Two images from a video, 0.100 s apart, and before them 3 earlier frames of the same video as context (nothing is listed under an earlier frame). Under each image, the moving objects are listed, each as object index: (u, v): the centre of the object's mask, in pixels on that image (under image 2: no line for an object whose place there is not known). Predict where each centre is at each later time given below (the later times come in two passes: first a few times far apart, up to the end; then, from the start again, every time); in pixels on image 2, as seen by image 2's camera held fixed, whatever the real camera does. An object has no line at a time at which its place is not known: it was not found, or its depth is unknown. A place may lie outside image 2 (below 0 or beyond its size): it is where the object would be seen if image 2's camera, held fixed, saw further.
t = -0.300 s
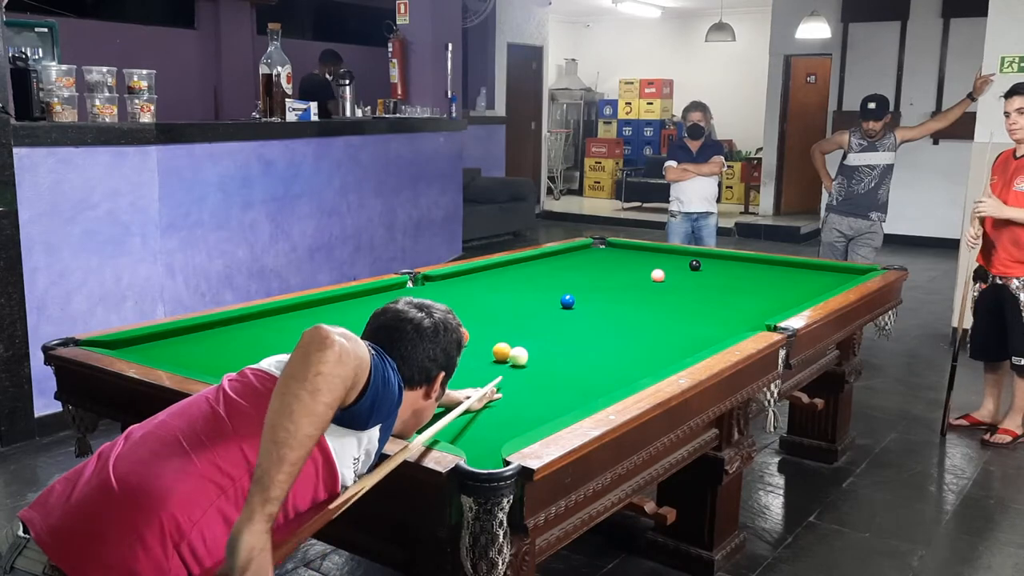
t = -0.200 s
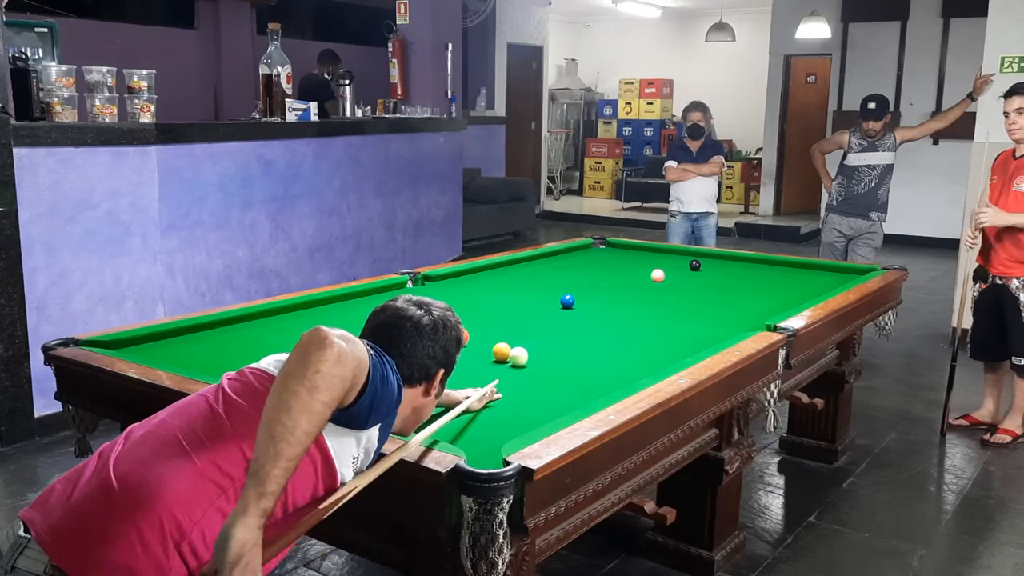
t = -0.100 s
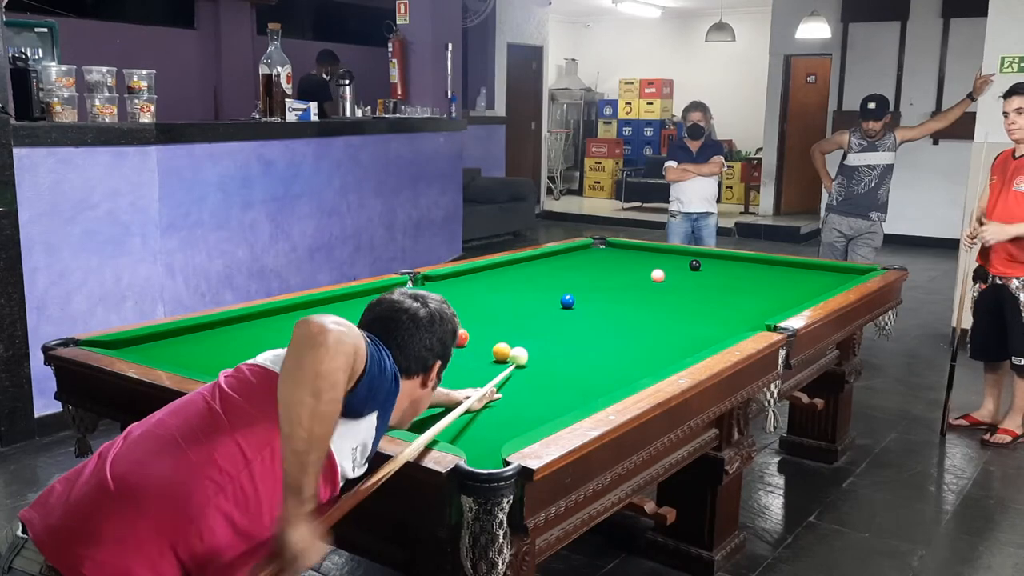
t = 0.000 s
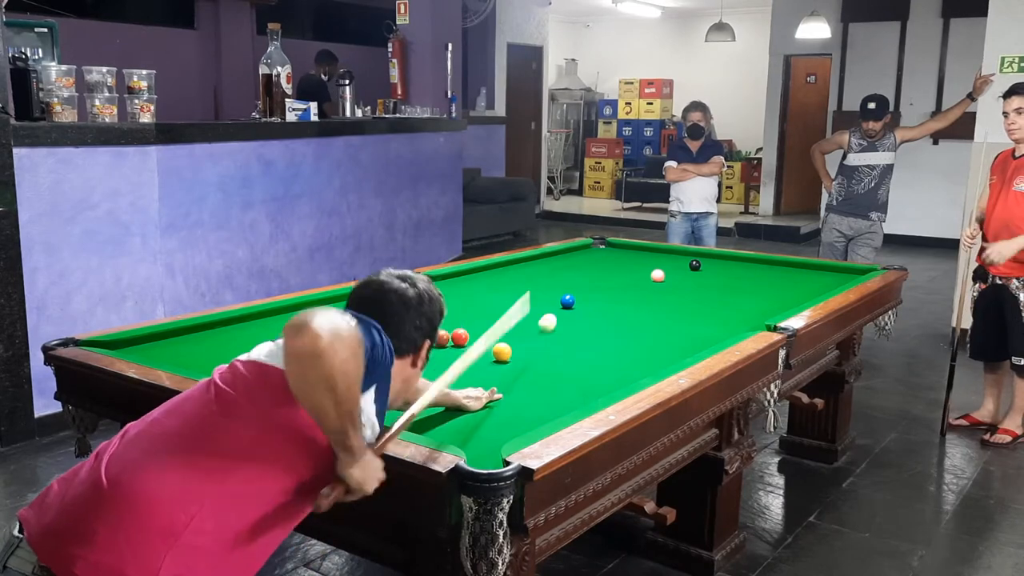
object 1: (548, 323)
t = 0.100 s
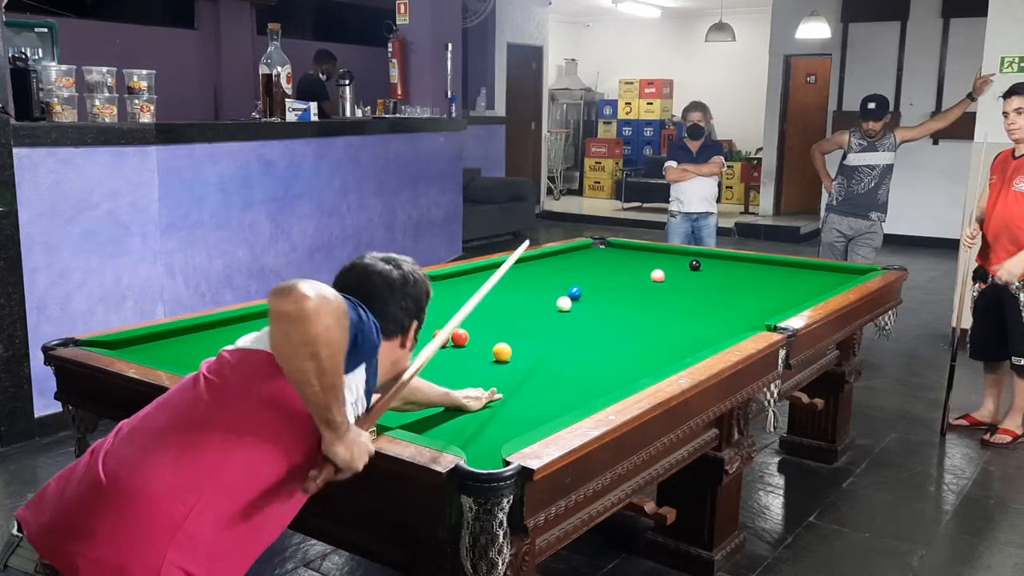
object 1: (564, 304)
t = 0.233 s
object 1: (561, 304)
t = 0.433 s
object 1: (554, 309)
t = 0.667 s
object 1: (542, 319)
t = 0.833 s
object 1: (532, 327)
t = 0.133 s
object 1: (563, 304)
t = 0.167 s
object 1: (563, 304)
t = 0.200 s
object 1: (562, 304)
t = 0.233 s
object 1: (561, 304)
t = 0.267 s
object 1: (560, 305)
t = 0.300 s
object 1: (559, 305)
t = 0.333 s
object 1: (558, 306)
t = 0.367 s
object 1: (557, 307)
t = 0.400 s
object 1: (556, 307)
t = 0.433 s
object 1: (554, 309)
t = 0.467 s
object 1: (553, 310)
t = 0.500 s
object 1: (551, 311)
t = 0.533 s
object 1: (550, 313)
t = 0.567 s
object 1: (548, 314)
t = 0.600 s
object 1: (546, 316)
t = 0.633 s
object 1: (544, 317)
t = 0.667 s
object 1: (542, 319)
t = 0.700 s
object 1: (540, 321)
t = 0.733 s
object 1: (539, 322)
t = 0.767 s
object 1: (537, 323)
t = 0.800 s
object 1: (535, 325)
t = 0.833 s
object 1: (532, 327)
